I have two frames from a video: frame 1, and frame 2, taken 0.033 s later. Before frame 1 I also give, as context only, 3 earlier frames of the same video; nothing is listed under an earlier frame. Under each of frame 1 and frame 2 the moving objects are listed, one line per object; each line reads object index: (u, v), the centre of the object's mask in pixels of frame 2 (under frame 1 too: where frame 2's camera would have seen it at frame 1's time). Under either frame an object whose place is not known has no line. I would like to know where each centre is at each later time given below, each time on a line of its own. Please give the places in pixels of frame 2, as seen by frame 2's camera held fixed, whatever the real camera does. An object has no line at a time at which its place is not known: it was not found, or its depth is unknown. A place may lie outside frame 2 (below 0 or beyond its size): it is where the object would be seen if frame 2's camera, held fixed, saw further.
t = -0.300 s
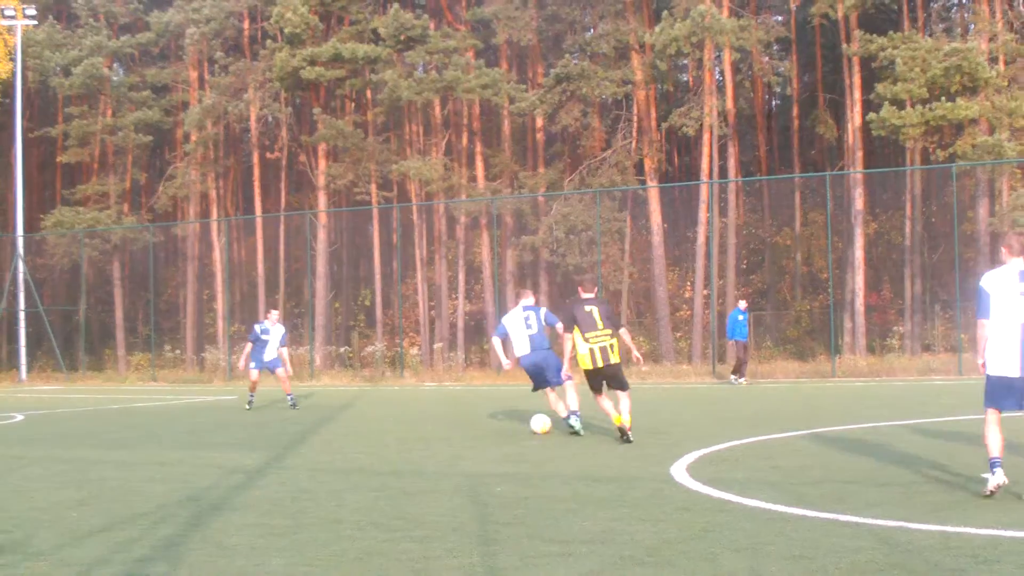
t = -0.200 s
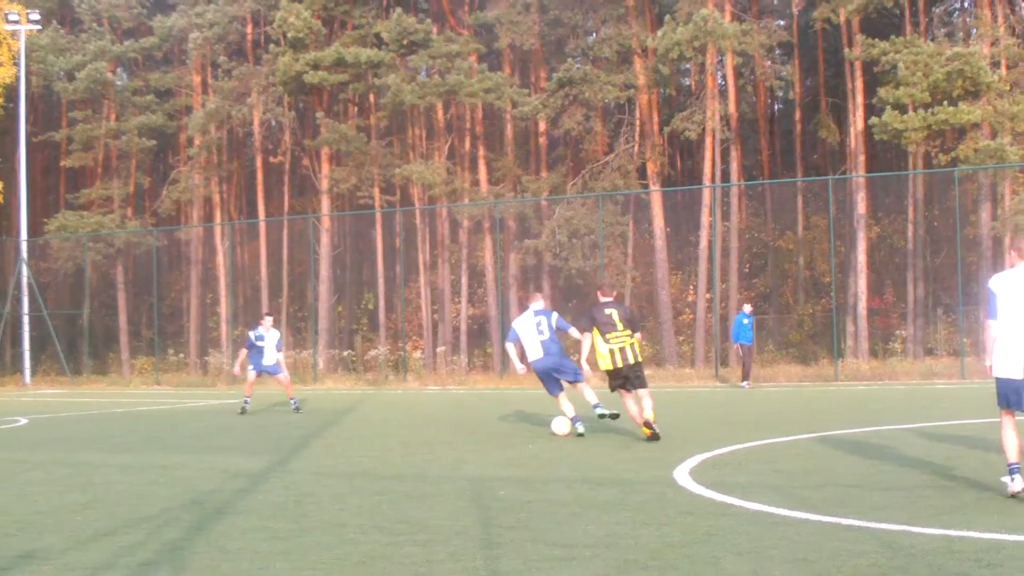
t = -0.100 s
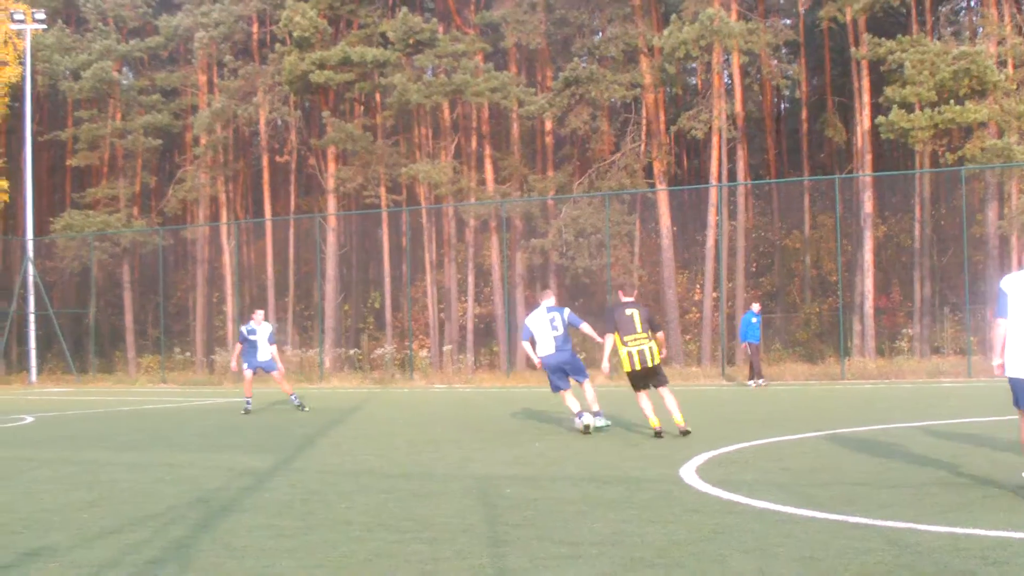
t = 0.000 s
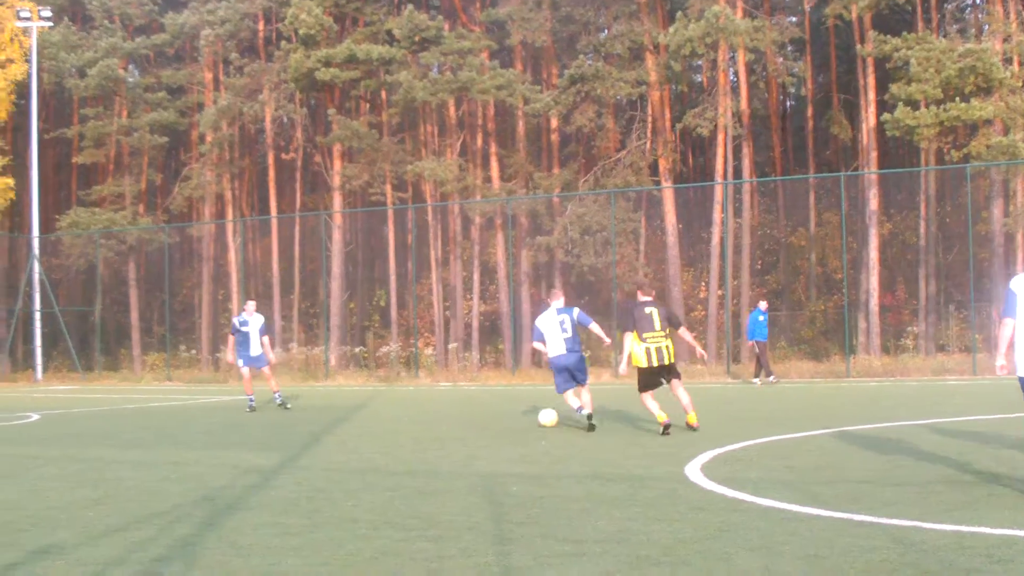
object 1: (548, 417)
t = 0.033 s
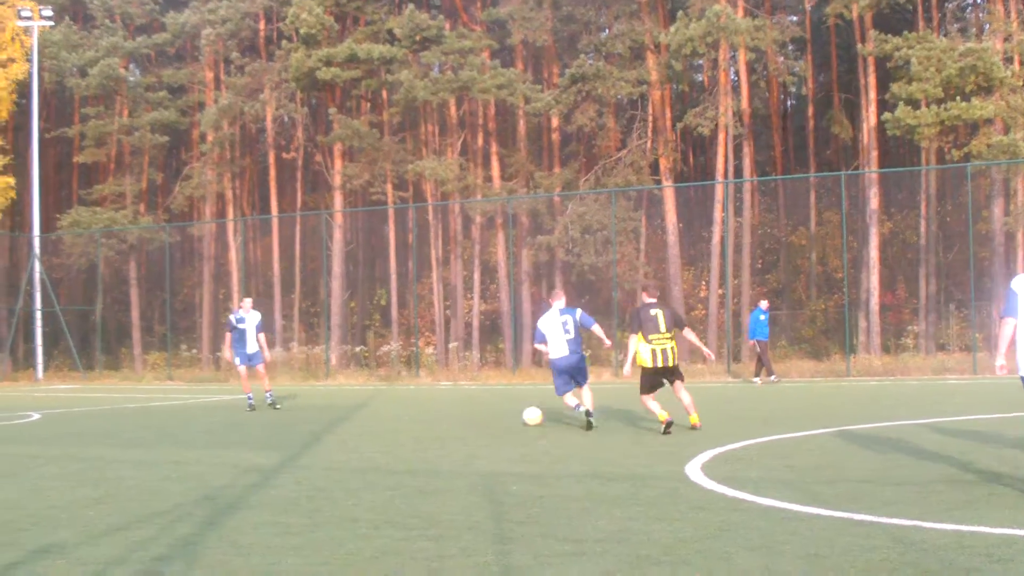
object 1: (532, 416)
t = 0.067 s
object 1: (518, 415)
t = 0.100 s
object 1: (504, 415)
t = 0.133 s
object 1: (491, 414)
